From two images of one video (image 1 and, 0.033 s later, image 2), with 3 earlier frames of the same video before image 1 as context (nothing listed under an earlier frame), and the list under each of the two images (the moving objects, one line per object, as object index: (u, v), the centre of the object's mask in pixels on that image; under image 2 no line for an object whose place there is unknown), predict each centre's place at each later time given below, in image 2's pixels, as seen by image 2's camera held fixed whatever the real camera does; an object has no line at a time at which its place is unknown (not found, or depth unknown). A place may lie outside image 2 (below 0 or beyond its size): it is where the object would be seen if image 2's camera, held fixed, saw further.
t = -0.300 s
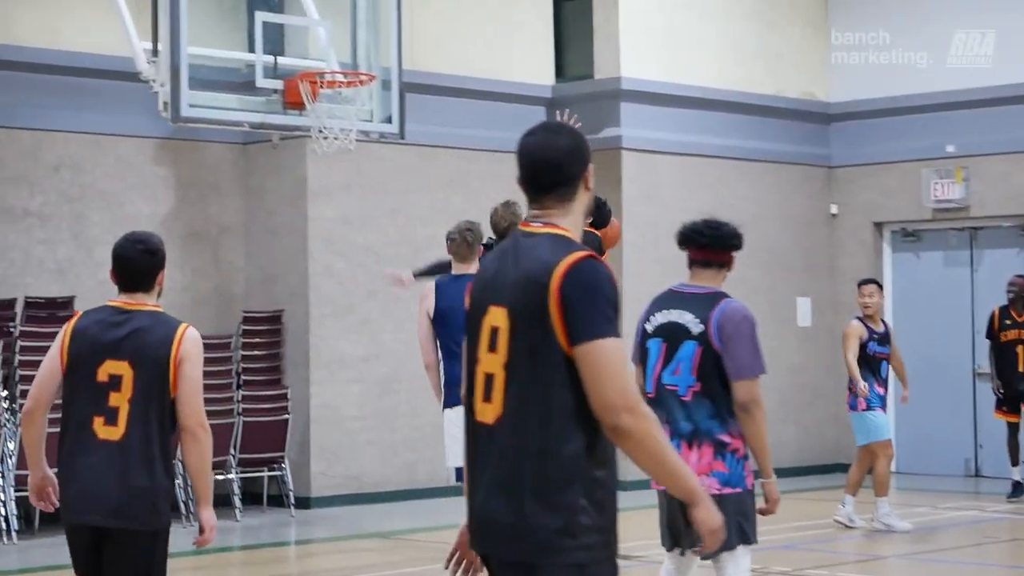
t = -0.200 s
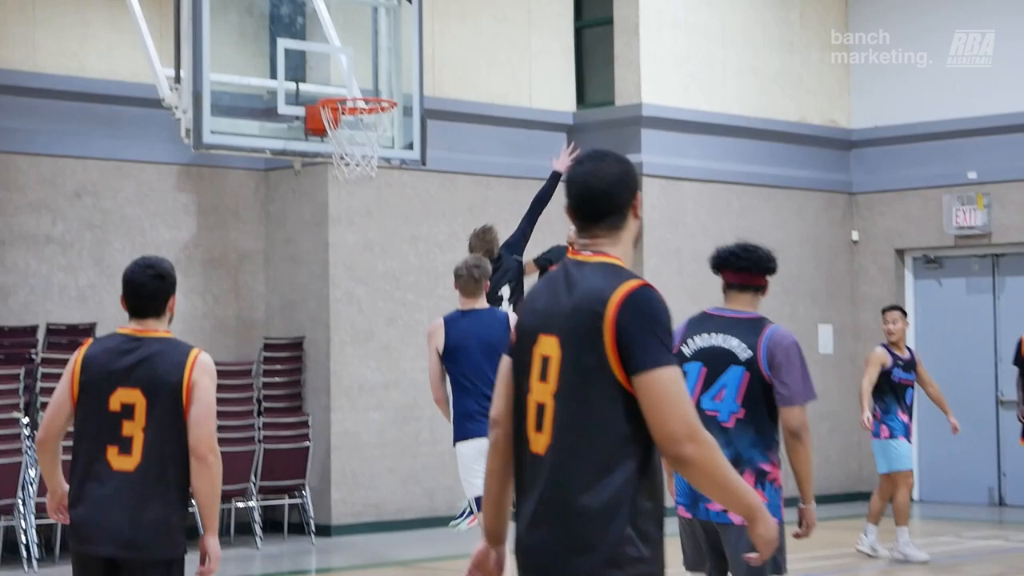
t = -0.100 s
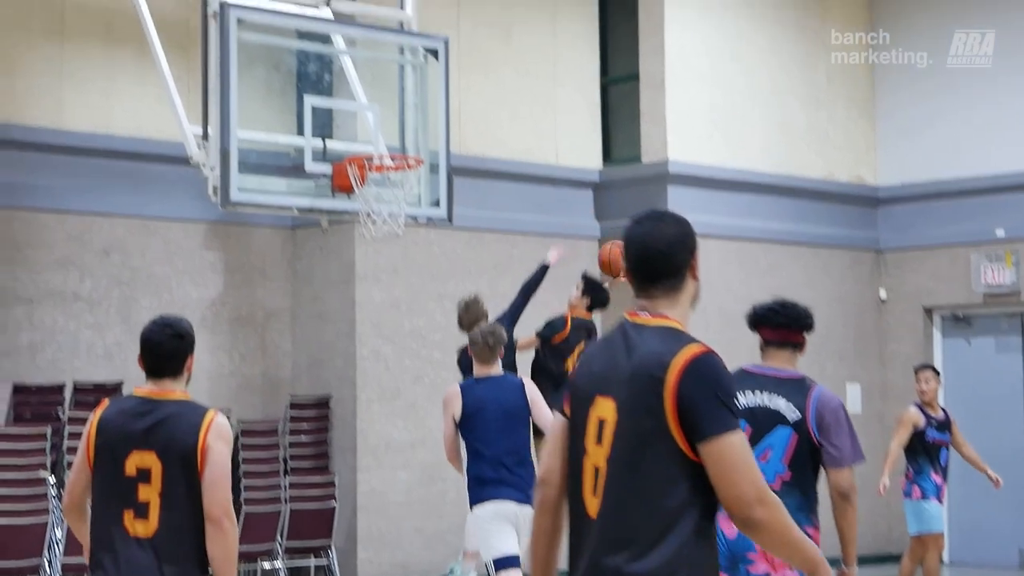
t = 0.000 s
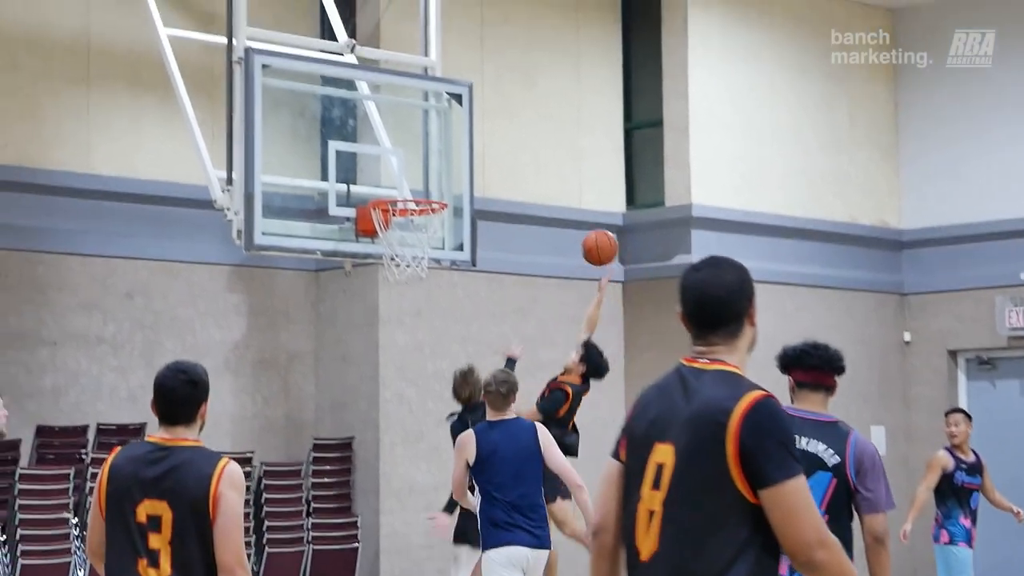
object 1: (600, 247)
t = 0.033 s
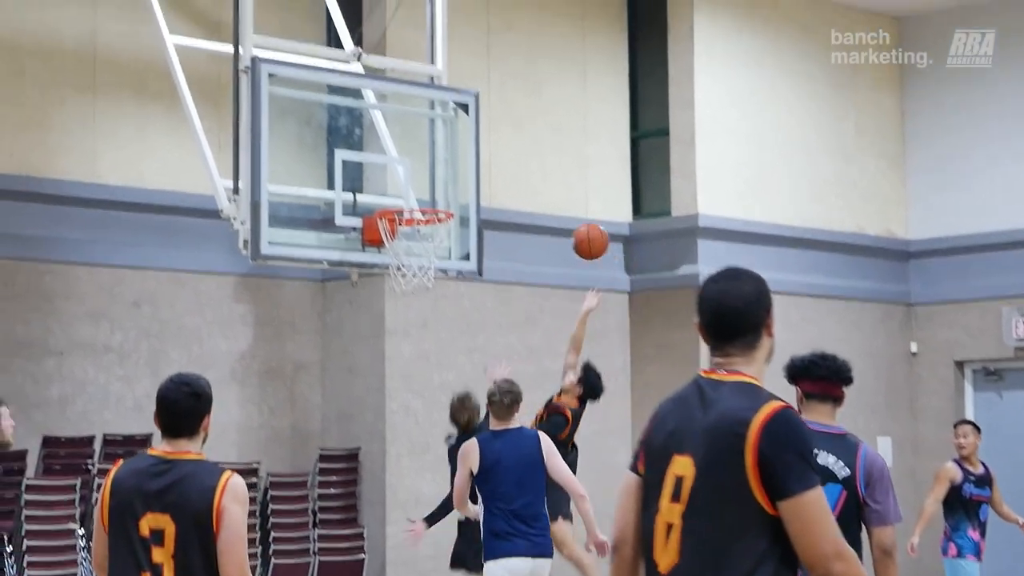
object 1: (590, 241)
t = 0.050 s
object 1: (582, 234)
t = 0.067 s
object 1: (574, 226)
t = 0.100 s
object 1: (558, 213)
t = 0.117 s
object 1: (550, 207)
